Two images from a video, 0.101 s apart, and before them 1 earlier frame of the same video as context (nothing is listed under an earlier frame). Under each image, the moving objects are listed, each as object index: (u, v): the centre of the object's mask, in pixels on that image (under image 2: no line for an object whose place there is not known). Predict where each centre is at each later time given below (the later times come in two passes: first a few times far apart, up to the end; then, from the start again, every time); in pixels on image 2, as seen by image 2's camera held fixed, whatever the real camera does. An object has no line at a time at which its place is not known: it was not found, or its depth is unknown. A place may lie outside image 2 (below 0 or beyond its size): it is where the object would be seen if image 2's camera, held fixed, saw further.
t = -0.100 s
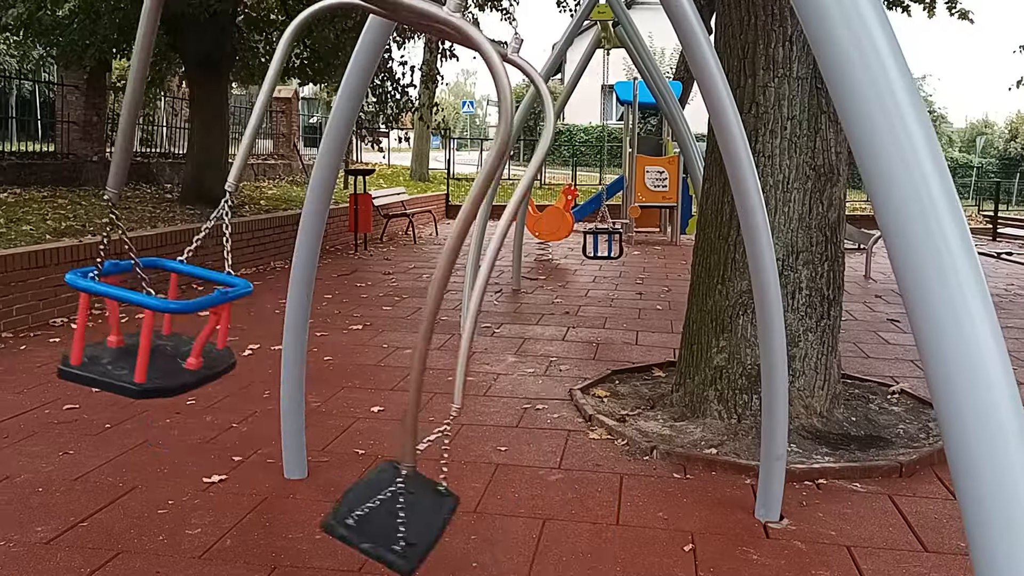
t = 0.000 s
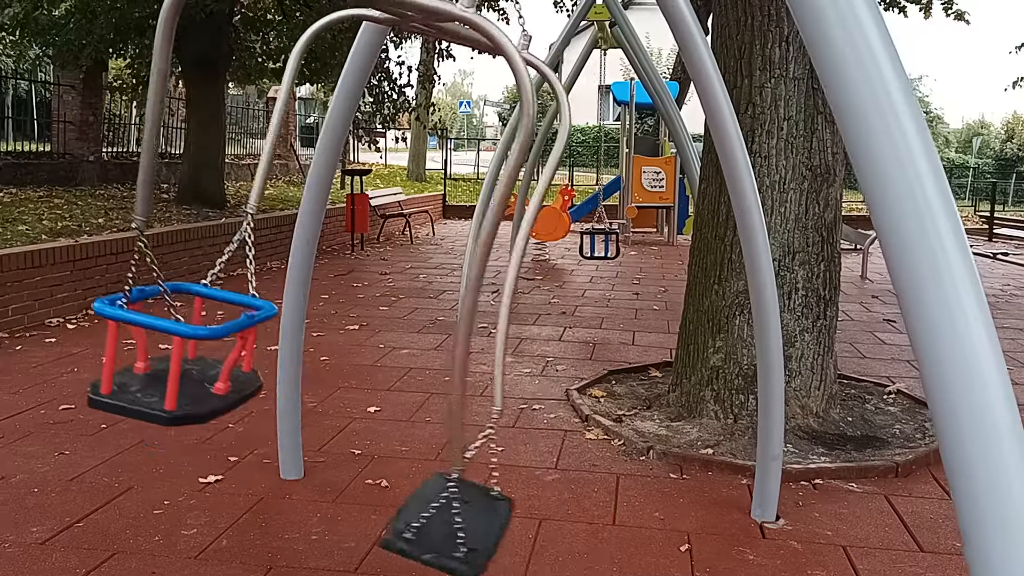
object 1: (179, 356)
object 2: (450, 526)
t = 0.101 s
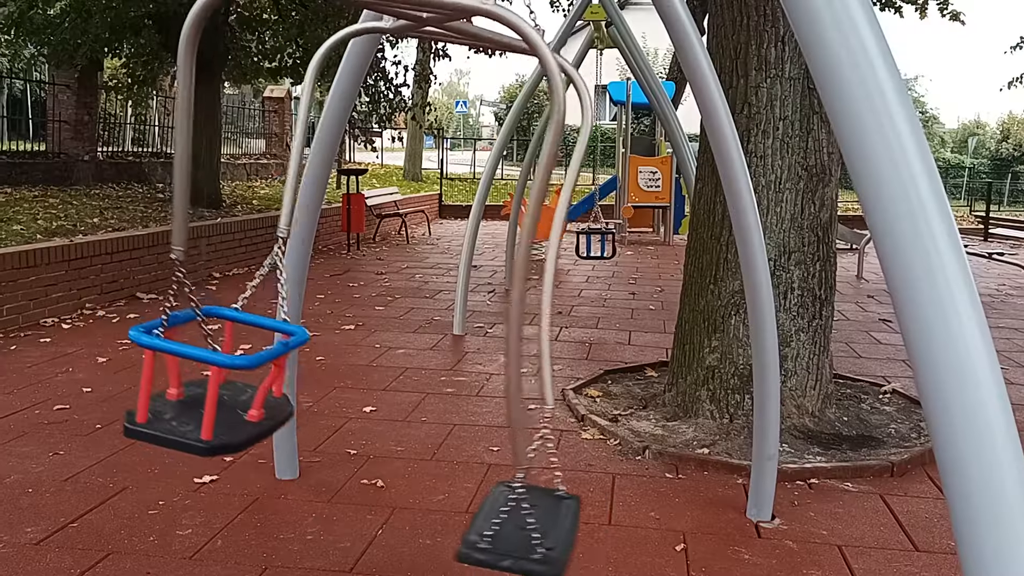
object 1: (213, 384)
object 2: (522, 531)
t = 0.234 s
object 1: (276, 422)
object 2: (639, 527)
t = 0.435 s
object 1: (401, 458)
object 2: (806, 487)
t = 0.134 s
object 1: (229, 394)
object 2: (551, 532)
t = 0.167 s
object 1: (242, 404)
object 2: (580, 532)
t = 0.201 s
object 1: (258, 412)
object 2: (609, 530)
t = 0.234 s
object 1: (276, 422)
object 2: (639, 527)
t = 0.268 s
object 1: (295, 428)
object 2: (669, 524)
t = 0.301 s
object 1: (316, 425)
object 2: (698, 519)
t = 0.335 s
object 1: (335, 441)
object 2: (726, 513)
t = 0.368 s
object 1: (356, 448)
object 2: (755, 505)
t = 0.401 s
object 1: (379, 453)
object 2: (781, 496)
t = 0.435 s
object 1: (401, 458)
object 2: (806, 487)
